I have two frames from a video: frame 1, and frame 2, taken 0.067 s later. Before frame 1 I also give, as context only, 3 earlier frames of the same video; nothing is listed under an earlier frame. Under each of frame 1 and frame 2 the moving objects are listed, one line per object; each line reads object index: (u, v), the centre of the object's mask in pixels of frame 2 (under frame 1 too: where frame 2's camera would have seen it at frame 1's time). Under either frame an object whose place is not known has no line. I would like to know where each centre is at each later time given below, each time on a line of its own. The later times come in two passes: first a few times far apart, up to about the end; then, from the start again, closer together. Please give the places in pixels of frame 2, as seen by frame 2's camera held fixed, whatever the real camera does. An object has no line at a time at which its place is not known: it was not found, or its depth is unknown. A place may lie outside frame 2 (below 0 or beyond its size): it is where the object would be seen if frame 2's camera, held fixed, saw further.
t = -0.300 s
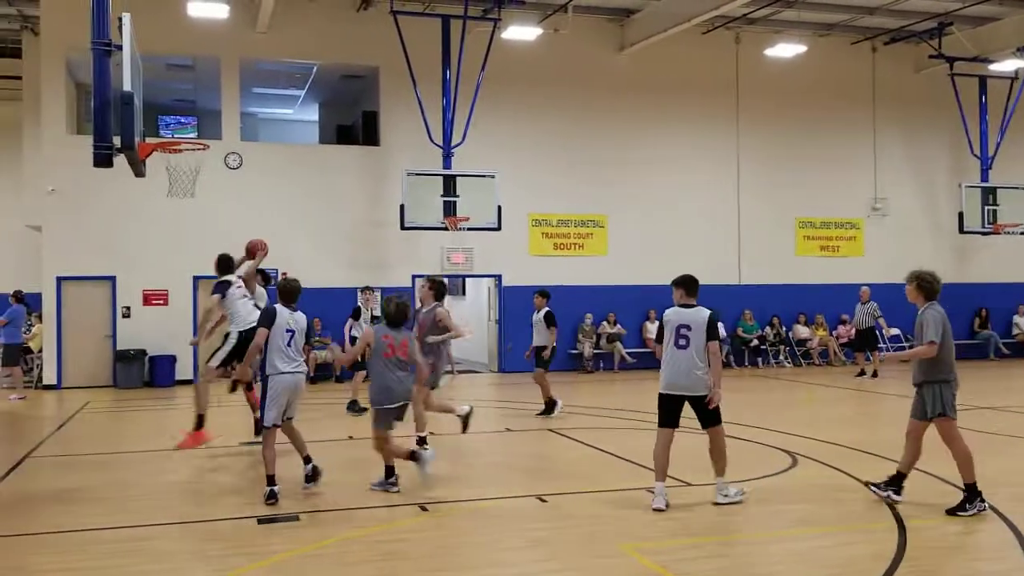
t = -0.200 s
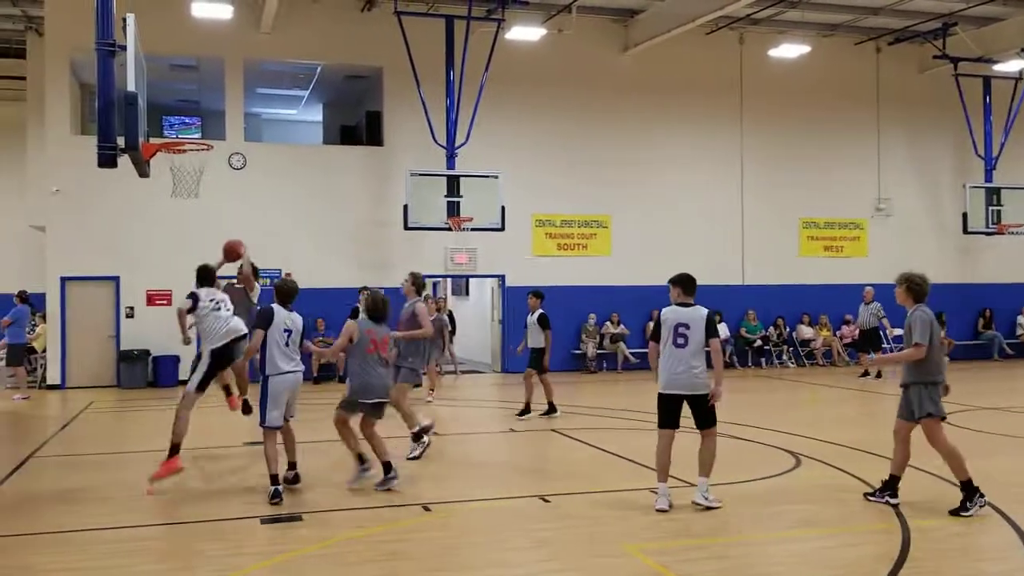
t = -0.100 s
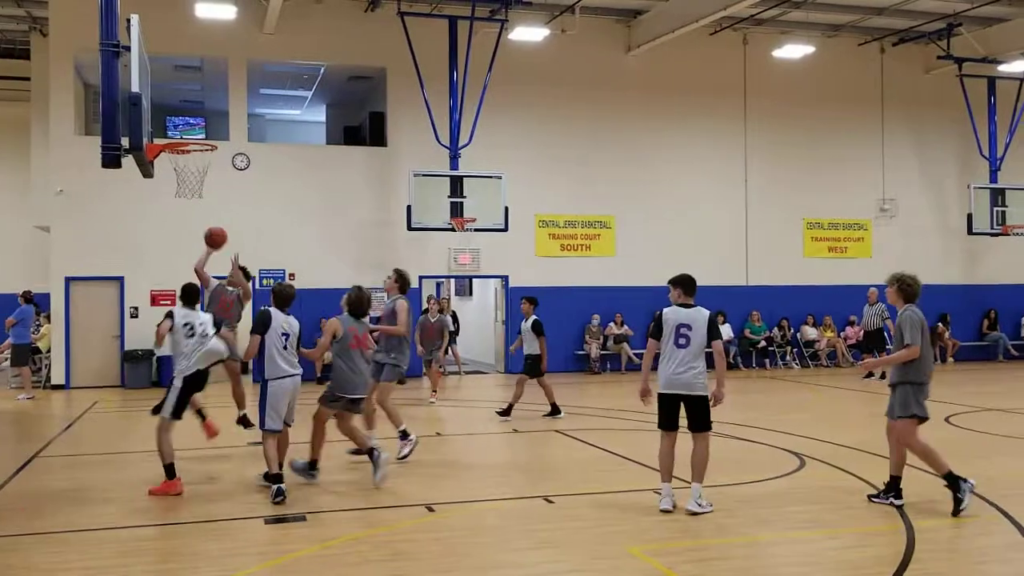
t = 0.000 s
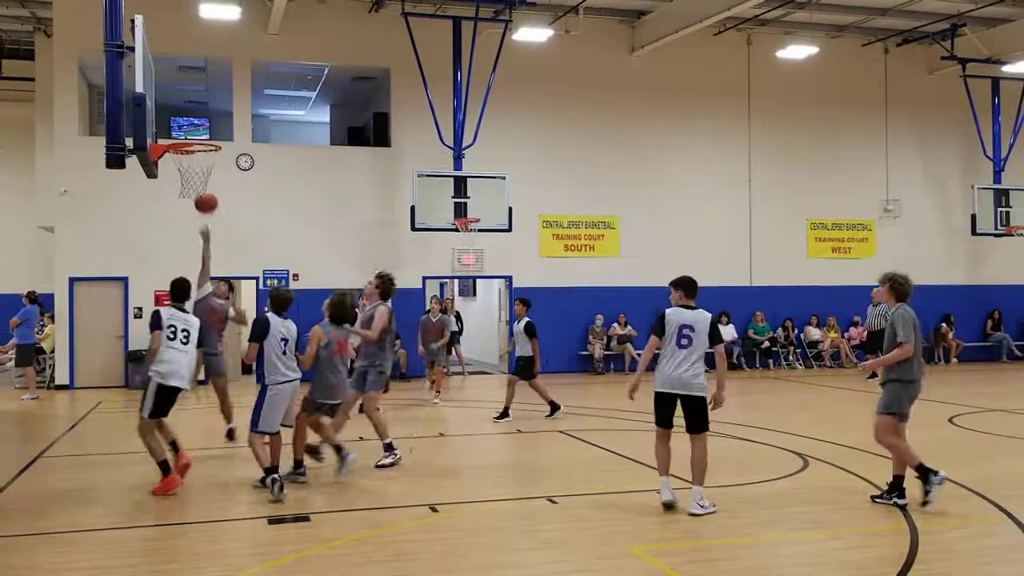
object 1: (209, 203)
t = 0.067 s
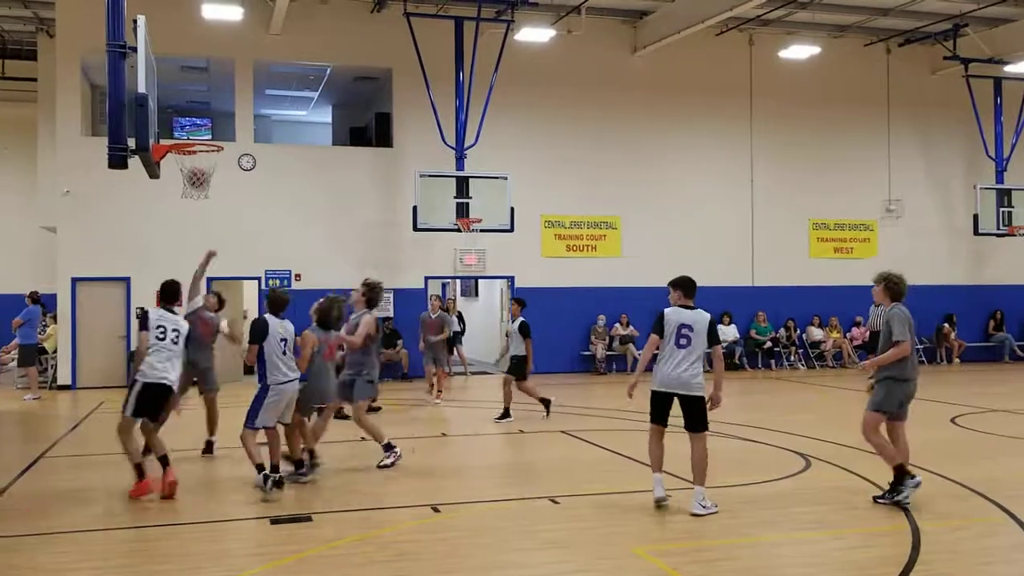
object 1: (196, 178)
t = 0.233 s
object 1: (170, 127)
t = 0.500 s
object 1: (196, 124)
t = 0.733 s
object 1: (188, 172)
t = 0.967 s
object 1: (165, 220)
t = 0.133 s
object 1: (187, 158)
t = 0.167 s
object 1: (183, 141)
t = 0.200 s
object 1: (176, 135)
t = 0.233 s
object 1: (170, 127)
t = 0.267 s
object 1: (166, 120)
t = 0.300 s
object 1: (169, 117)
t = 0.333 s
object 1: (173, 116)
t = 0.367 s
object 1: (177, 116)
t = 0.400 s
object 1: (182, 116)
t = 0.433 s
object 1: (187, 118)
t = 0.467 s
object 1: (191, 120)
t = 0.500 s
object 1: (196, 124)
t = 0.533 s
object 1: (201, 130)
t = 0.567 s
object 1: (205, 135)
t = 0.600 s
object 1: (210, 144)
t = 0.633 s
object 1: (206, 150)
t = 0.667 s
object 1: (201, 157)
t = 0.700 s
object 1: (194, 163)
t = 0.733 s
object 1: (188, 172)
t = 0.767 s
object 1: (183, 179)
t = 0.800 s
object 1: (180, 183)
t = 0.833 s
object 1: (176, 189)
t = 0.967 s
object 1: (165, 220)
